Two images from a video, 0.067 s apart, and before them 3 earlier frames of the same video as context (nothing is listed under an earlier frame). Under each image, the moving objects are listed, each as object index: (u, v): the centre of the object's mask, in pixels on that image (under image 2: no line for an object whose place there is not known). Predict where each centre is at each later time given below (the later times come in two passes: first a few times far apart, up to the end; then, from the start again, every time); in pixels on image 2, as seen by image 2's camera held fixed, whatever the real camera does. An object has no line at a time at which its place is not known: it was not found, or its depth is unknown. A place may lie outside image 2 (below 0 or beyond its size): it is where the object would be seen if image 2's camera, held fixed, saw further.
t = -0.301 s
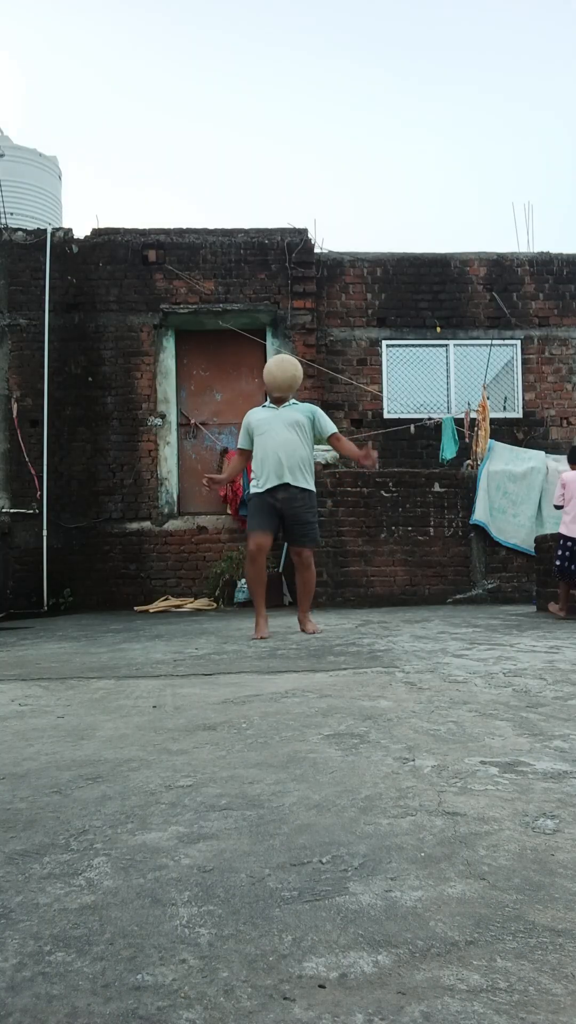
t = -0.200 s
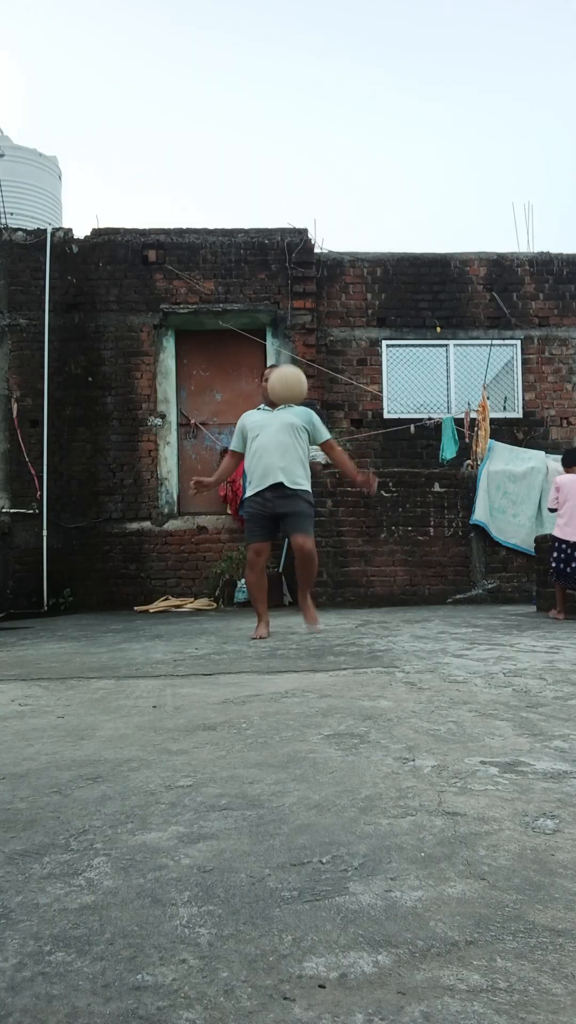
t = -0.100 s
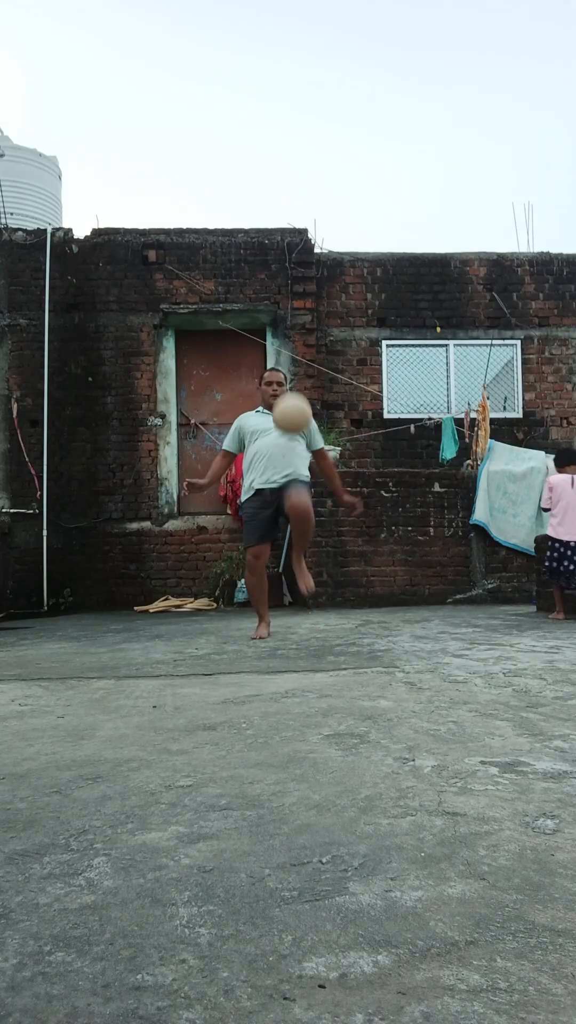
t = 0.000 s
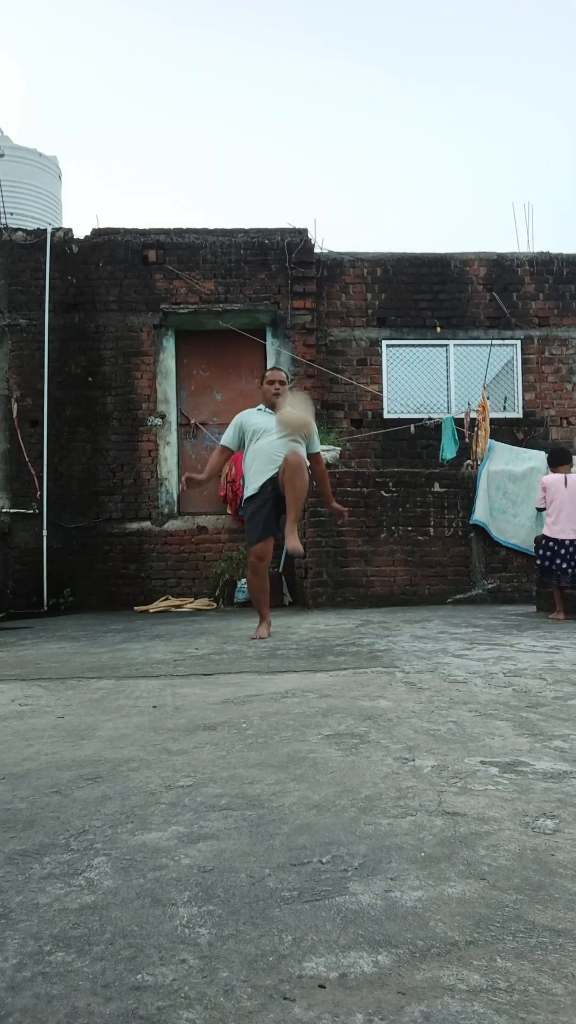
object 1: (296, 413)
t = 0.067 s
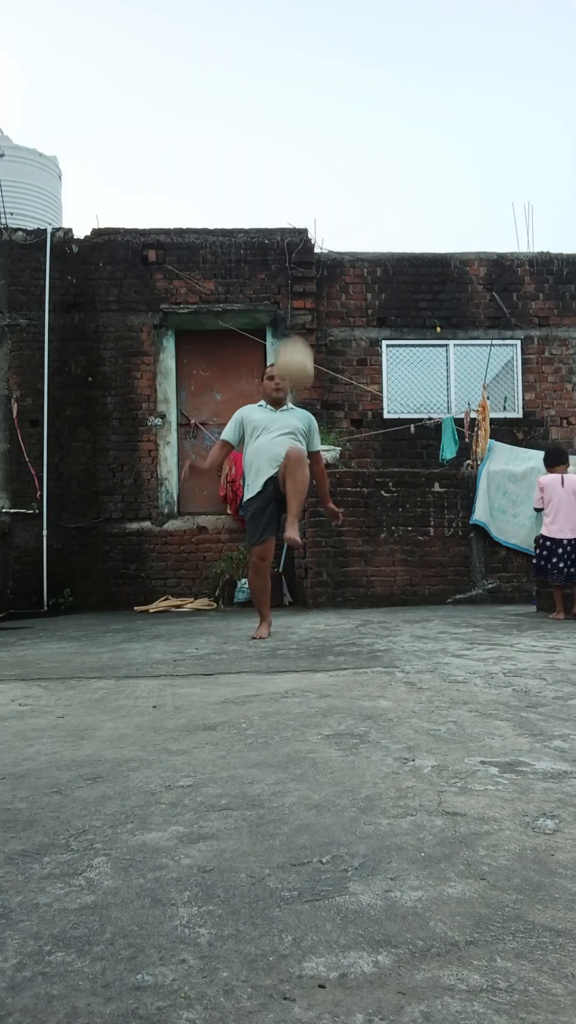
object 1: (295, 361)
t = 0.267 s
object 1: (291, 251)
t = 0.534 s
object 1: (290, 208)
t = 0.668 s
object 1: (291, 233)
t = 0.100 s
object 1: (294, 337)
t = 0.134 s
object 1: (293, 317)
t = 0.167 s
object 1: (292, 299)
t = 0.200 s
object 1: (291, 279)
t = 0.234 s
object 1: (291, 264)
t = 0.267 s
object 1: (291, 251)
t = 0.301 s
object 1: (290, 240)
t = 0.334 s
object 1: (290, 228)
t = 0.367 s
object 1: (290, 221)
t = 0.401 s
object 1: (290, 214)
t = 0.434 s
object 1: (290, 209)
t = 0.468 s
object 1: (290, 207)
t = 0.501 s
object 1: (290, 206)
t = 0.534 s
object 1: (290, 208)
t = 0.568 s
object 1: (290, 211)
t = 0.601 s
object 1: (291, 217)
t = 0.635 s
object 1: (291, 224)
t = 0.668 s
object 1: (291, 233)
